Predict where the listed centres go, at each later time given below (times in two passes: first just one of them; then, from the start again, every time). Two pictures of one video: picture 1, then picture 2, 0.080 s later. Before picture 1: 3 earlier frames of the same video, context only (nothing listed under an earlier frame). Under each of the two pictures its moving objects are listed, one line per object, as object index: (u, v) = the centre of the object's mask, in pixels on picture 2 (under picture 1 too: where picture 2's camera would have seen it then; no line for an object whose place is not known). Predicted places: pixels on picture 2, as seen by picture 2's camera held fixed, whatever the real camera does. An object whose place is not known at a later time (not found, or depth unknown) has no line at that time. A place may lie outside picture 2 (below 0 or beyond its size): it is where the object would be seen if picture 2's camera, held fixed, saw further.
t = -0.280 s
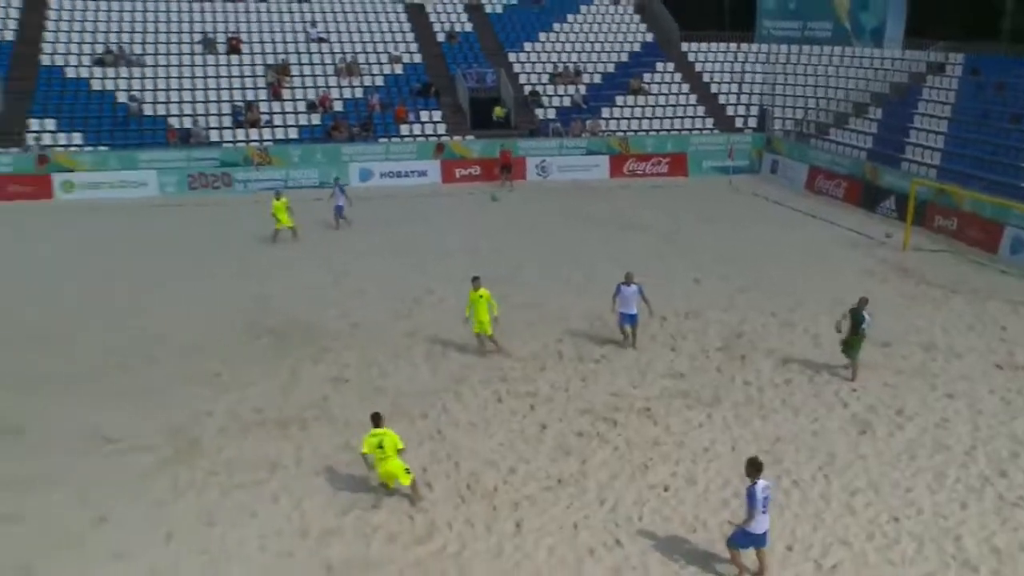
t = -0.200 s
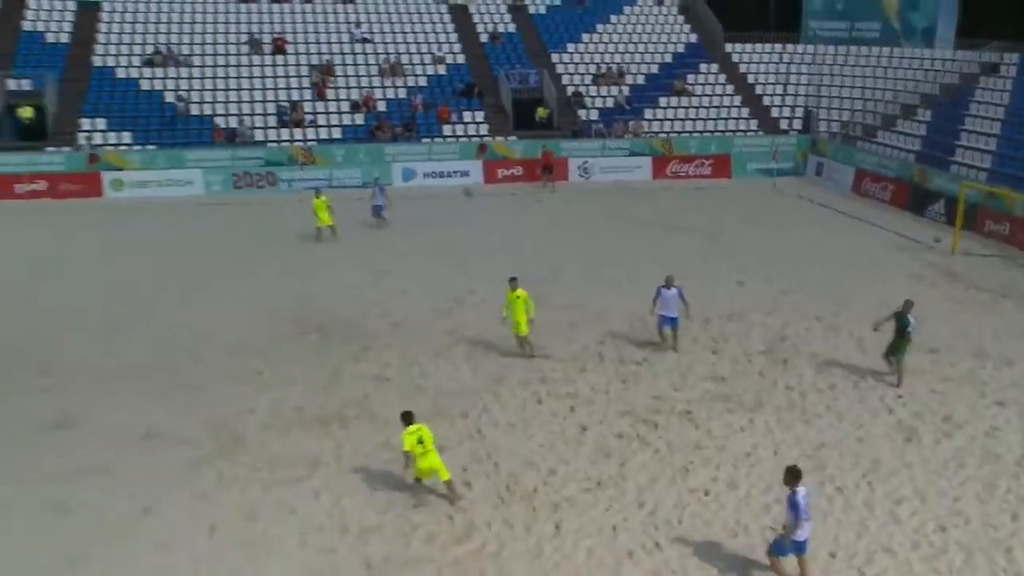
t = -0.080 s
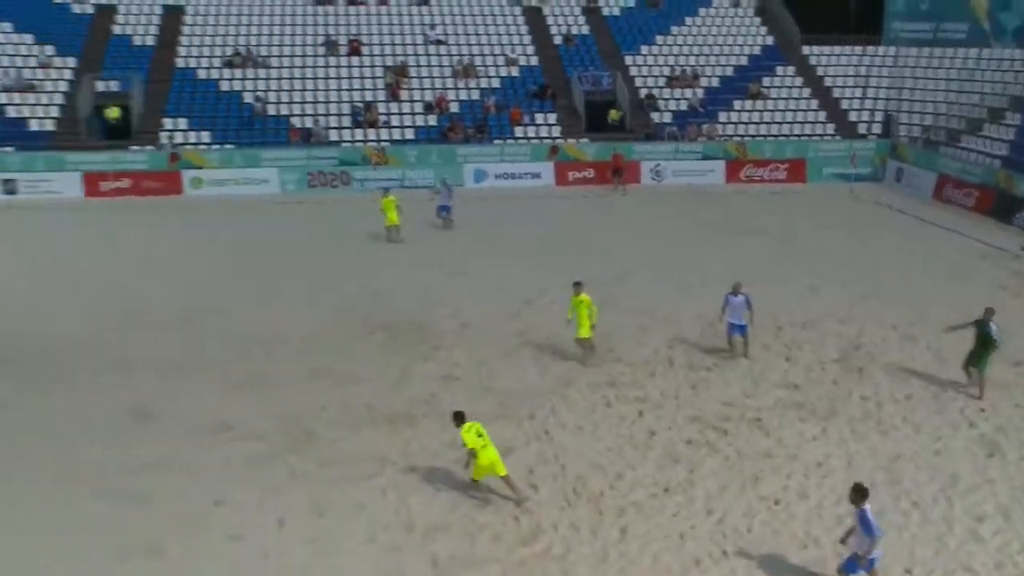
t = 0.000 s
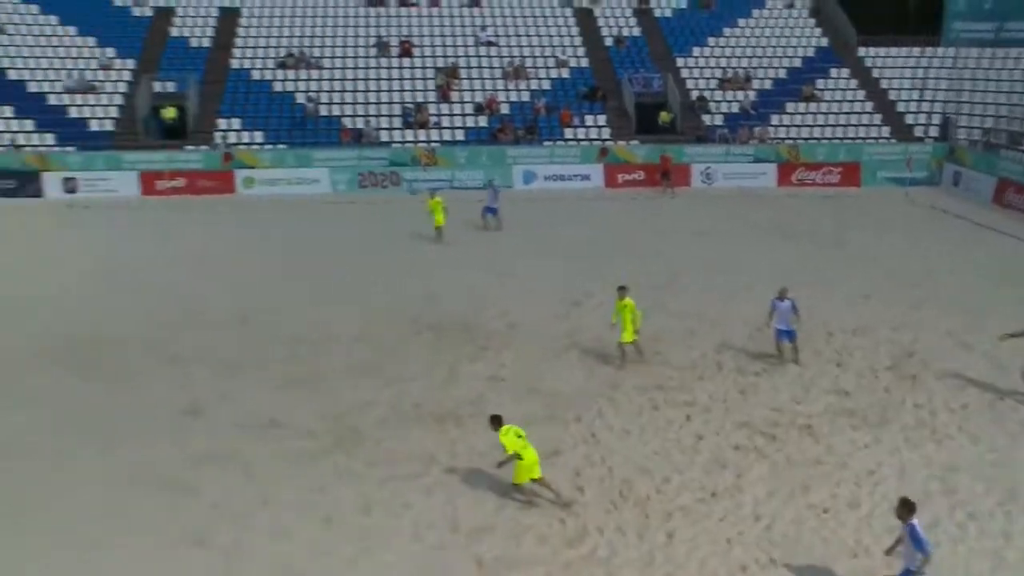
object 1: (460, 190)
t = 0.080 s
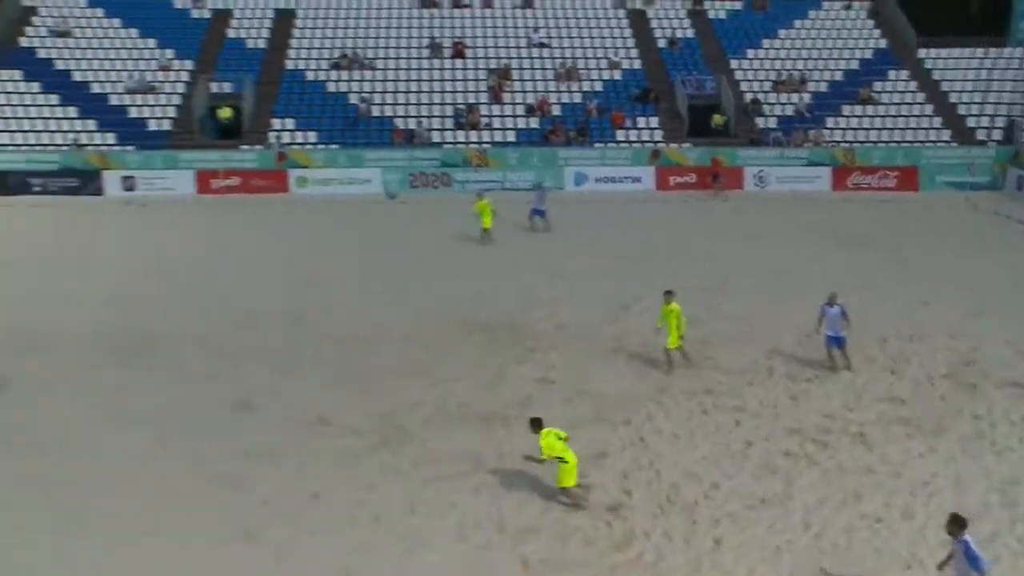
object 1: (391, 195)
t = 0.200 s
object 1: (286, 206)
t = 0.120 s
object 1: (355, 195)
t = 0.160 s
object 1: (320, 198)
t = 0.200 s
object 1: (286, 206)
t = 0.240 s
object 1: (250, 209)
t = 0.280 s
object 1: (214, 214)
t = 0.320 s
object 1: (178, 221)
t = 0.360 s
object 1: (144, 227)
